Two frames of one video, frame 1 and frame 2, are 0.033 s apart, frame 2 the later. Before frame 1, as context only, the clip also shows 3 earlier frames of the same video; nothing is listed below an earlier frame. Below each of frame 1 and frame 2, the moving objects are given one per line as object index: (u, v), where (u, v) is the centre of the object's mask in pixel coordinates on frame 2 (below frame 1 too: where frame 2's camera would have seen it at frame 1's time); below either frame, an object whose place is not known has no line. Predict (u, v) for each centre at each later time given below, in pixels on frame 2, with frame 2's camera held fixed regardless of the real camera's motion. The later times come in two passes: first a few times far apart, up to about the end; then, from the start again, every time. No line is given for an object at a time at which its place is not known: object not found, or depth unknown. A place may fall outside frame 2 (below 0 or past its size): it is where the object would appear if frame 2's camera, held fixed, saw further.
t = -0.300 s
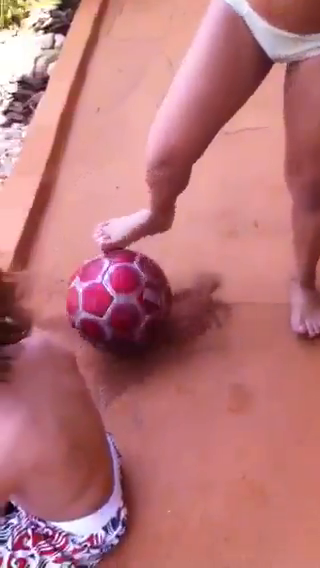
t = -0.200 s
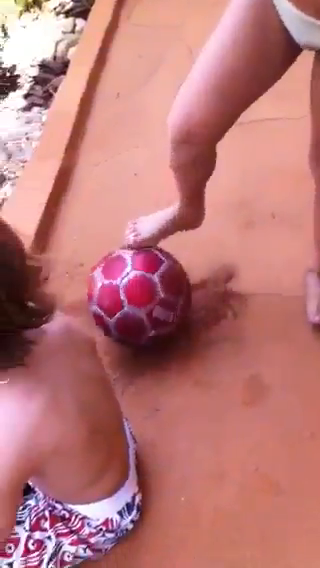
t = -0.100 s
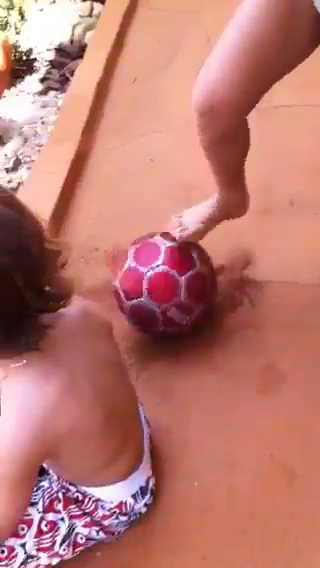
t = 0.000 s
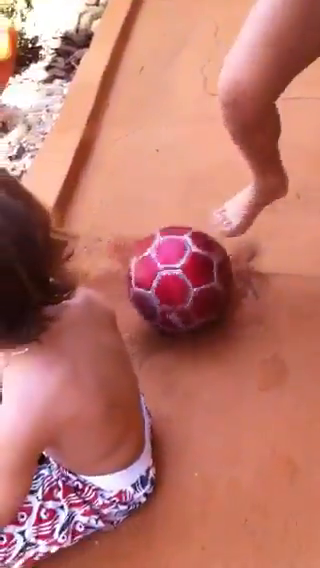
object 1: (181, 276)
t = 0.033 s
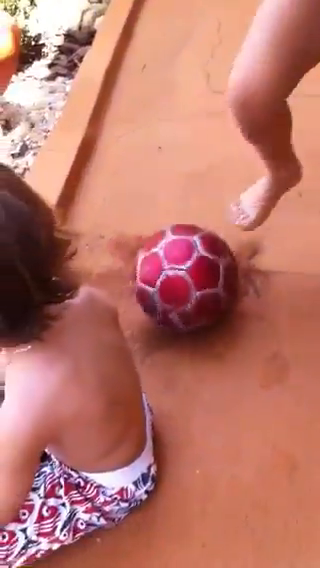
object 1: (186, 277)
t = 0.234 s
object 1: (204, 282)
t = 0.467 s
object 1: (218, 282)
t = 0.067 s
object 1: (189, 279)
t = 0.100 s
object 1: (192, 281)
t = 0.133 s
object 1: (196, 282)
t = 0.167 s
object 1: (199, 282)
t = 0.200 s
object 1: (202, 283)
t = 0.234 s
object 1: (204, 282)
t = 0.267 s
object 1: (208, 283)
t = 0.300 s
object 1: (210, 284)
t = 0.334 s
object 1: (212, 284)
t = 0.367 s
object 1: (214, 284)
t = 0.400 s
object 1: (216, 284)
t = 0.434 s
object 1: (217, 283)
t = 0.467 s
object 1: (218, 282)
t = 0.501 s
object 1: (219, 281)
